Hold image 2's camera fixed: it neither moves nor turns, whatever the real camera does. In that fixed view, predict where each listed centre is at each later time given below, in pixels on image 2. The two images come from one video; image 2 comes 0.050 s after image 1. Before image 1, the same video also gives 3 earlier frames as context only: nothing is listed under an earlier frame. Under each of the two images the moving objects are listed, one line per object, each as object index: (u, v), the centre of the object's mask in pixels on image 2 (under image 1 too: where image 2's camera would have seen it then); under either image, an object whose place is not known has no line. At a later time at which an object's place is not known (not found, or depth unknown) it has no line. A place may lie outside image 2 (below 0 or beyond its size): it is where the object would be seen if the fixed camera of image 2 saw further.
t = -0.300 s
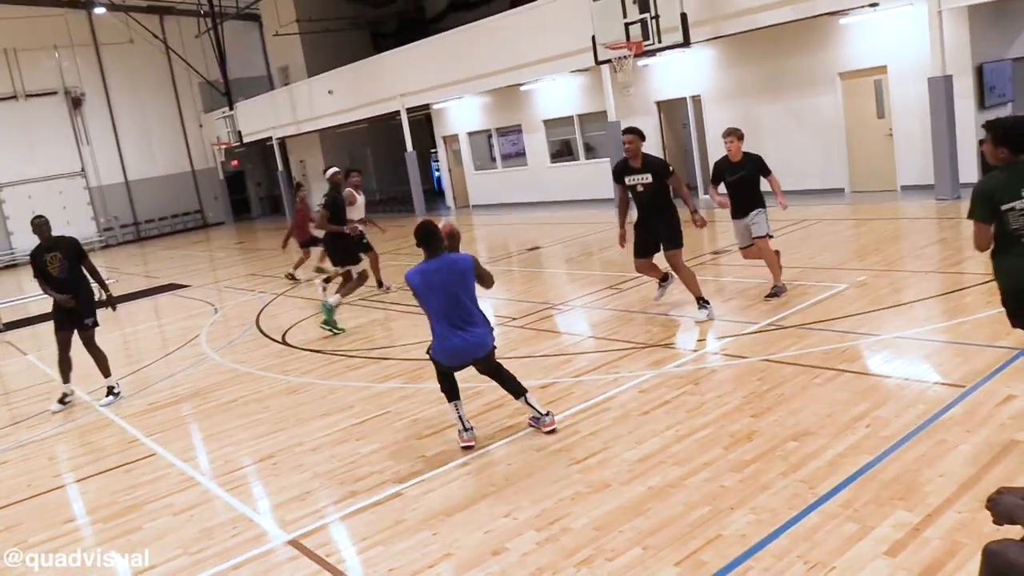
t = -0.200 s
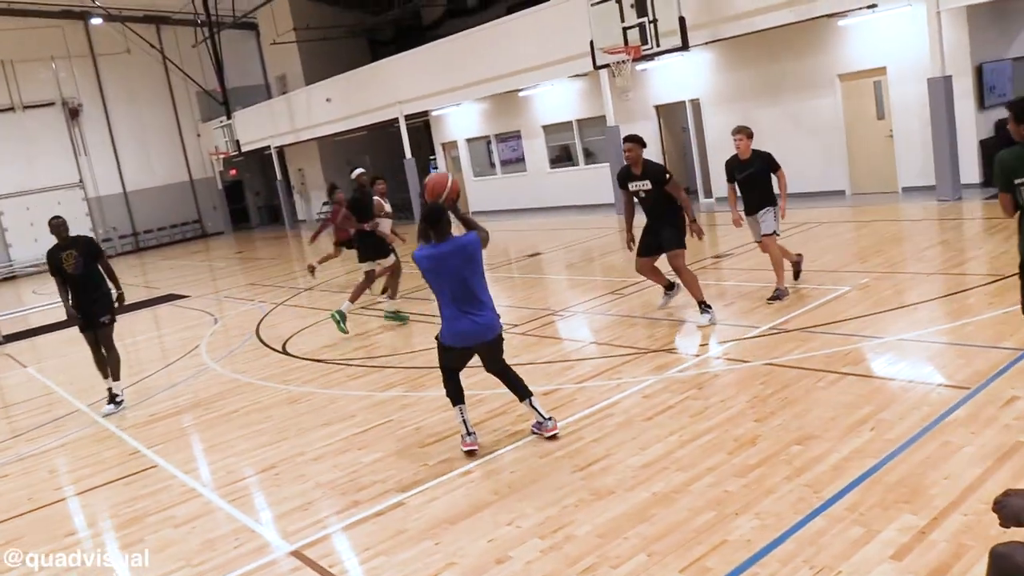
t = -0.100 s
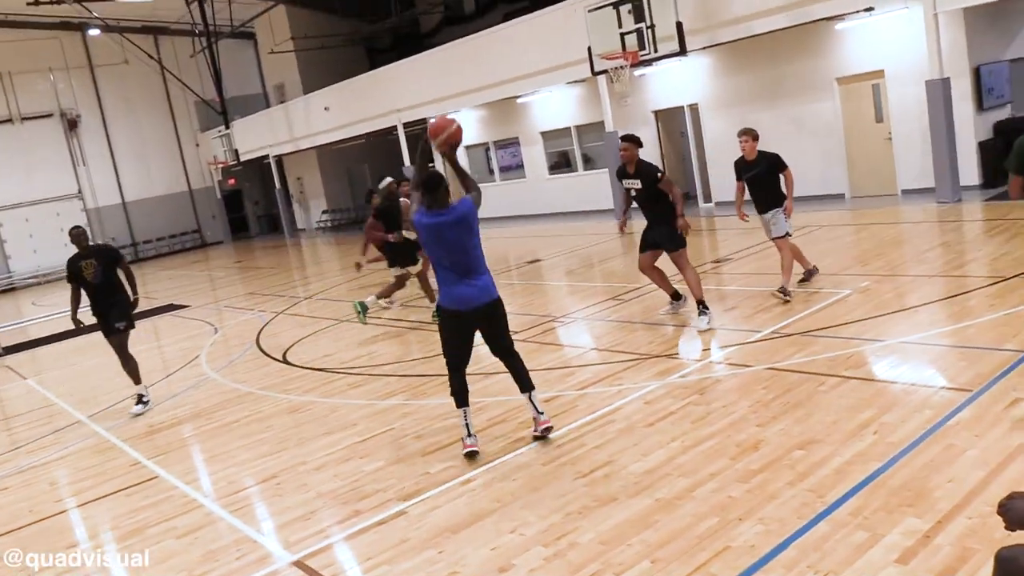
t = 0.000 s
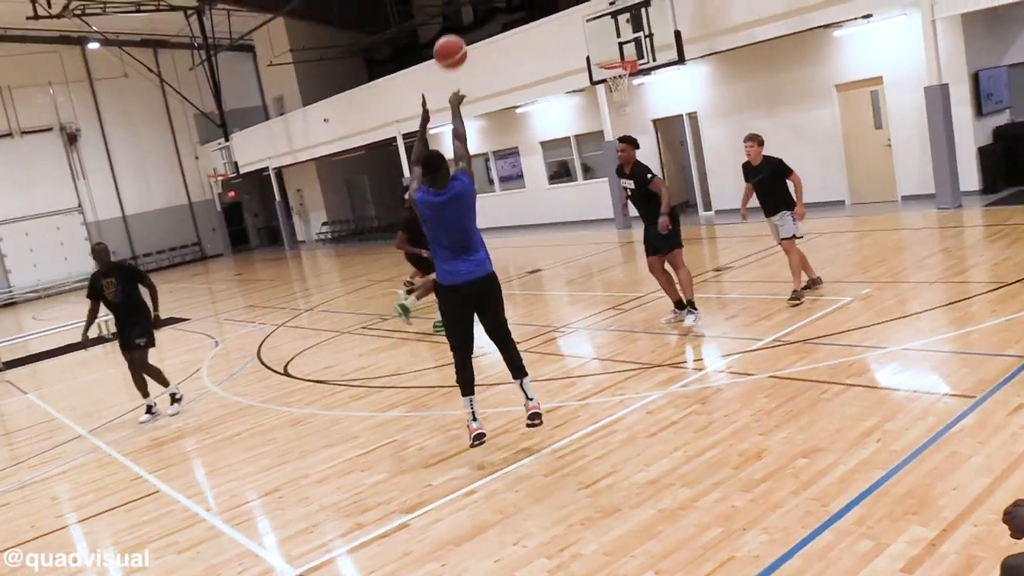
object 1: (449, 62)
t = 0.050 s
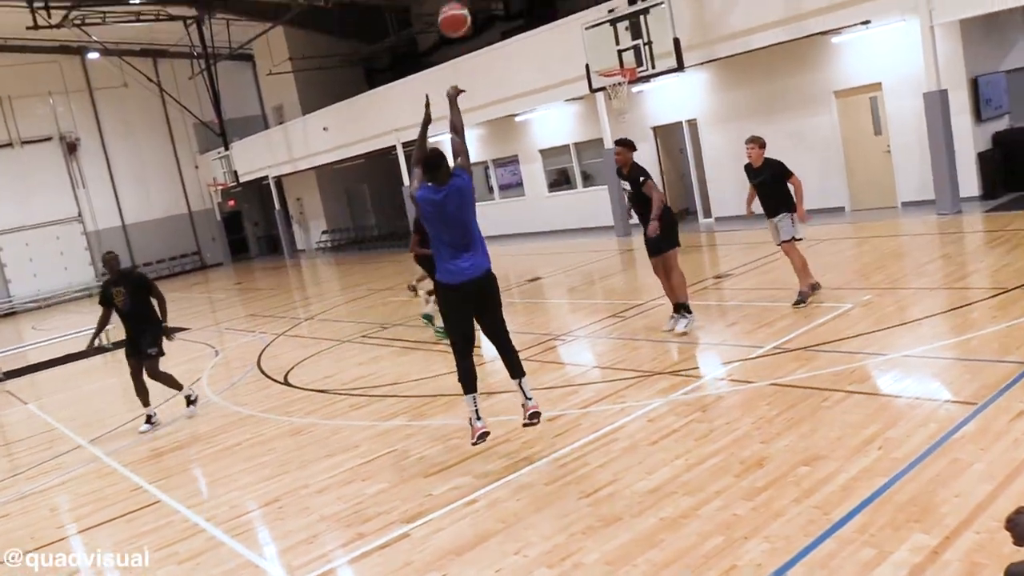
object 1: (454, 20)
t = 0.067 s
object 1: (455, 9)
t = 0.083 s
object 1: (457, 2)
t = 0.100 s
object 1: (459, -6)
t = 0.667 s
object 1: (525, -125)
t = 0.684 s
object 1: (527, -124)
